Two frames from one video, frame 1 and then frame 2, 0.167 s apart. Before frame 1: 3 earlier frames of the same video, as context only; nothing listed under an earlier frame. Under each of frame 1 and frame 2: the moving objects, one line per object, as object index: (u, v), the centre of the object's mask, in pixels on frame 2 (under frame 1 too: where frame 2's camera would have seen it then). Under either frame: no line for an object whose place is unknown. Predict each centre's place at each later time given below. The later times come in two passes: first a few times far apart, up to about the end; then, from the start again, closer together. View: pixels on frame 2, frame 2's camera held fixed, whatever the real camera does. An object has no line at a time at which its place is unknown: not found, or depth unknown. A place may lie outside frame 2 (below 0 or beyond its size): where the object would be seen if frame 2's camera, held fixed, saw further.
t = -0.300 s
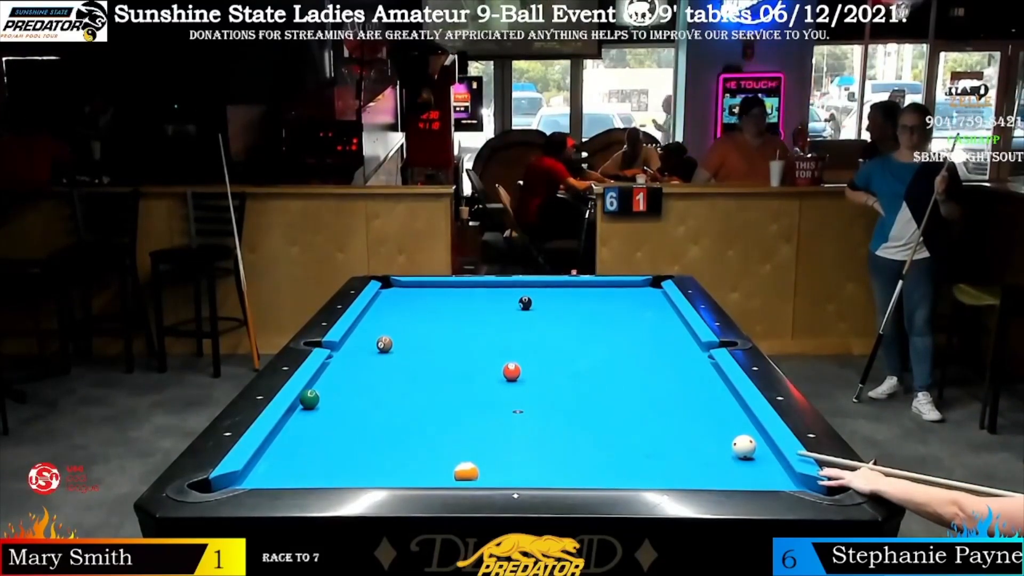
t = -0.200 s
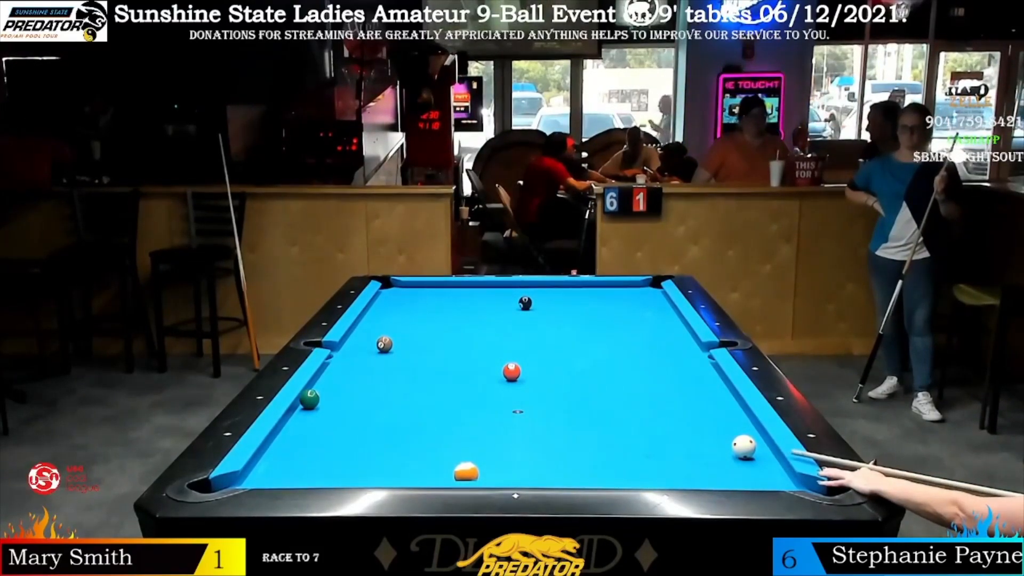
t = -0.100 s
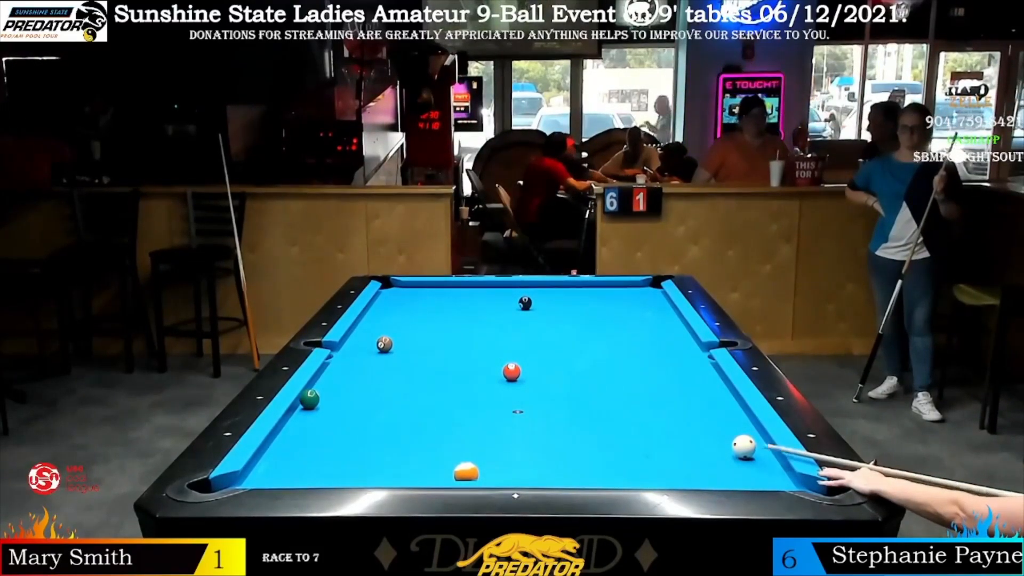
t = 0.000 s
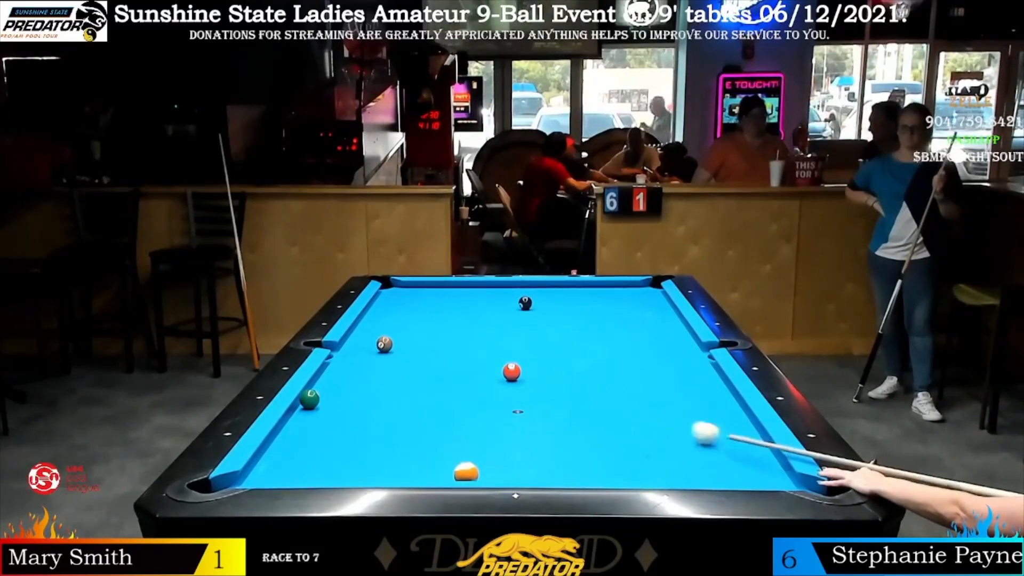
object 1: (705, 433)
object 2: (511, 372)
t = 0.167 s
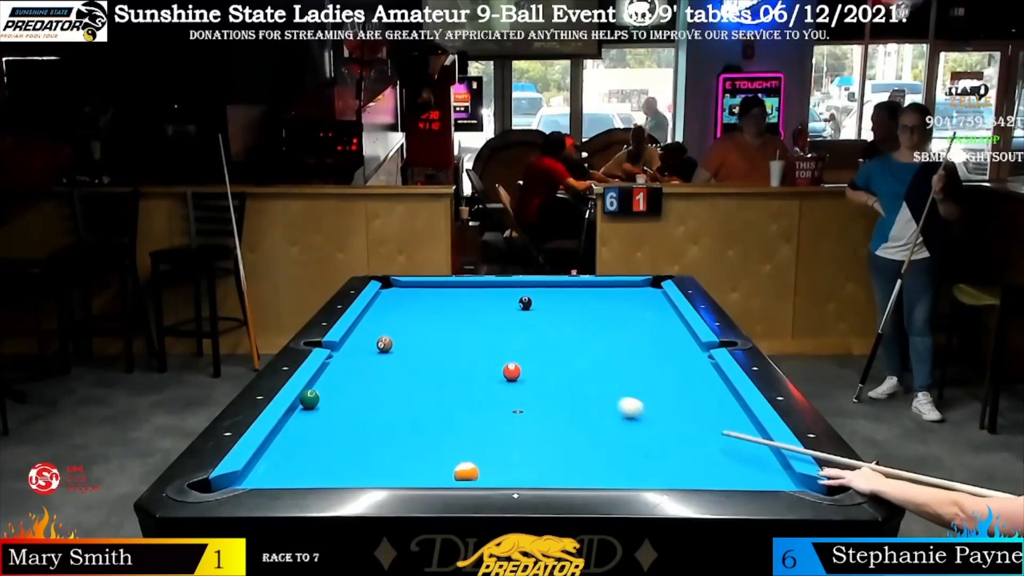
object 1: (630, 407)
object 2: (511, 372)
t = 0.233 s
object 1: (604, 398)
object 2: (512, 371)
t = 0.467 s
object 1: (529, 373)
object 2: (506, 370)
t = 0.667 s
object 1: (532, 361)
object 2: (449, 363)
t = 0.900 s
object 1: (530, 349)
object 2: (394, 356)
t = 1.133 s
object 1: (527, 337)
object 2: (344, 349)
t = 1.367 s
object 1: (525, 327)
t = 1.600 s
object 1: (523, 319)
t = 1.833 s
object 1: (521, 311)
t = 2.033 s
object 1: (518, 305)
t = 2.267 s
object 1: (509, 303)
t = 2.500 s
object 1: (500, 301)
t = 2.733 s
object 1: (492, 299)
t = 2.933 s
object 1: (486, 297)
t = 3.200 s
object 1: (479, 296)
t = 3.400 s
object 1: (474, 295)
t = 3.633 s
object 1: (469, 293)
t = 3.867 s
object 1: (464, 293)
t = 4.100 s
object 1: (461, 292)
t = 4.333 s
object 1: (459, 291)
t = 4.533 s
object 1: (457, 290)
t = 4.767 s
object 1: (455, 290)
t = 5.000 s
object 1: (454, 290)
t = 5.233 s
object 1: (453, 290)
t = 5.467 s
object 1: (453, 290)
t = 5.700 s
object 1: (453, 289)
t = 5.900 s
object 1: (453, 290)
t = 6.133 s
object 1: (453, 290)
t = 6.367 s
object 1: (453, 290)
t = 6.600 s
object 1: (453, 289)
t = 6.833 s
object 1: (453, 289)
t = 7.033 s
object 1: (453, 289)
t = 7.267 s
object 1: (453, 289)
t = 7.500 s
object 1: (453, 290)
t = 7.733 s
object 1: (453, 290)
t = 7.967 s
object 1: (453, 290)
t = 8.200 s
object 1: (453, 289)
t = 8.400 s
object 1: (453, 289)
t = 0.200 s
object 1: (617, 403)
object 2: (512, 371)
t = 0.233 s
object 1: (604, 398)
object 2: (512, 371)
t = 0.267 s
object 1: (591, 394)
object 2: (512, 371)
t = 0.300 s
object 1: (579, 390)
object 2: (512, 371)
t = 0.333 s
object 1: (567, 386)
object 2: (512, 371)
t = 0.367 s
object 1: (556, 383)
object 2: (512, 371)
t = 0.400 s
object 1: (545, 379)
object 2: (512, 371)
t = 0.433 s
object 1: (534, 375)
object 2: (512, 371)
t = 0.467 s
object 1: (529, 373)
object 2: (506, 370)
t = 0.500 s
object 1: (532, 371)
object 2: (494, 368)
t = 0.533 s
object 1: (533, 369)
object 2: (483, 367)
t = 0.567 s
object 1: (533, 367)
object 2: (474, 366)
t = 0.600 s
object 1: (533, 365)
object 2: (465, 365)
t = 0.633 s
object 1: (533, 363)
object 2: (457, 364)
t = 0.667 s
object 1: (532, 361)
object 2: (449, 363)
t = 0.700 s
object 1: (531, 359)
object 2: (440, 362)
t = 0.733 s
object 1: (532, 357)
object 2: (432, 361)
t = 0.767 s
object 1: (531, 356)
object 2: (425, 360)
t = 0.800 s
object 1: (531, 354)
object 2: (417, 359)
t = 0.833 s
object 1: (531, 352)
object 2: (409, 358)
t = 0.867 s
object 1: (530, 350)
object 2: (402, 357)
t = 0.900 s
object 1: (530, 349)
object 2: (394, 356)
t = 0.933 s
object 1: (529, 347)
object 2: (387, 355)
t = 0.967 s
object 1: (529, 345)
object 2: (379, 354)
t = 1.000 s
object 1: (529, 344)
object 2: (372, 353)
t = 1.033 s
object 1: (528, 342)
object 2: (365, 352)
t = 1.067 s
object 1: (528, 340)
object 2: (358, 351)
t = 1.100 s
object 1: (528, 339)
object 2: (351, 350)
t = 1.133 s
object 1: (527, 337)
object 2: (344, 349)
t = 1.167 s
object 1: (527, 336)
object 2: (337, 348)
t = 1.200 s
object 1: (526, 335)
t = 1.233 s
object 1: (526, 333)
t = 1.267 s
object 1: (526, 332)
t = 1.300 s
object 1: (525, 330)
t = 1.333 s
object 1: (525, 329)
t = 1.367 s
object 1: (525, 327)
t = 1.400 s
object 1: (525, 326)
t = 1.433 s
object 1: (524, 325)
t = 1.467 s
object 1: (524, 324)
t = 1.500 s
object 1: (524, 322)
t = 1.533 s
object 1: (524, 321)
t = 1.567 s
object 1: (523, 320)
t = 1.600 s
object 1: (523, 319)
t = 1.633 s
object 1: (522, 318)
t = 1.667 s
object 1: (522, 317)
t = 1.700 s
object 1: (522, 315)
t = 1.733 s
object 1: (522, 314)
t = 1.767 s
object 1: (522, 314)
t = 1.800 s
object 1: (521, 312)
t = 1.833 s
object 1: (521, 311)
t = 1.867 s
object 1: (521, 310)
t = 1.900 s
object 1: (521, 309)
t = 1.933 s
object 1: (520, 308)
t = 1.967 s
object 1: (520, 307)
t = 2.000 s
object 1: (520, 306)
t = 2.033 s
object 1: (518, 305)
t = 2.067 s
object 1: (517, 305)
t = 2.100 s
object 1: (515, 304)
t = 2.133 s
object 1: (514, 304)
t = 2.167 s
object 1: (513, 304)
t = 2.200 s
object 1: (511, 303)
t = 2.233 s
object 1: (510, 303)
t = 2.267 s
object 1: (509, 303)
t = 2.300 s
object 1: (508, 303)
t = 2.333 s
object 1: (506, 302)
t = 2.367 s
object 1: (505, 302)
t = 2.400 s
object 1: (504, 302)
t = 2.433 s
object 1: (502, 301)
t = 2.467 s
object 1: (501, 301)
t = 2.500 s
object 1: (500, 301)
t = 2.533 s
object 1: (499, 300)
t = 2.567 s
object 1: (498, 300)
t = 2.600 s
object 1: (497, 300)
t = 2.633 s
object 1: (496, 299)
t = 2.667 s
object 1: (494, 299)
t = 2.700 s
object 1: (493, 299)
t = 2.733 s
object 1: (492, 299)
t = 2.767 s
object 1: (491, 299)
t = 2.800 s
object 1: (490, 298)
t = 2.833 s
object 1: (489, 298)
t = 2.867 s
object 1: (488, 298)
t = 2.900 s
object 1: (487, 298)
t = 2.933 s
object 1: (486, 297)
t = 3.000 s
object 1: (484, 297)
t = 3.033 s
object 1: (483, 297)
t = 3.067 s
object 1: (482, 297)
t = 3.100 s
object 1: (481, 296)
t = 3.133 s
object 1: (481, 296)
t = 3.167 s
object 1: (480, 296)
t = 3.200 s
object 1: (479, 296)
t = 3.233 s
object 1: (478, 296)
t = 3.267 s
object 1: (477, 295)
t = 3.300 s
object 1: (476, 295)
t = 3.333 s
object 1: (475, 295)
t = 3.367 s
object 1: (475, 295)
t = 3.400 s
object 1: (474, 295)
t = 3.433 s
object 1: (473, 295)
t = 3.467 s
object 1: (472, 294)
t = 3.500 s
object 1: (472, 294)
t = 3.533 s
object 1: (471, 294)
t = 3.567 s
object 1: (470, 294)
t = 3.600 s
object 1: (470, 294)
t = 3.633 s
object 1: (469, 293)
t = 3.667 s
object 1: (468, 293)
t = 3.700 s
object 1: (467, 293)
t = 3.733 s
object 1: (467, 293)
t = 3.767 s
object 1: (466, 293)
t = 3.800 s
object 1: (466, 293)
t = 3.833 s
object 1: (465, 293)
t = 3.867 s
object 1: (464, 293)
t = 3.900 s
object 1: (464, 292)
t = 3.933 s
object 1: (463, 292)
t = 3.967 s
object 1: (463, 292)
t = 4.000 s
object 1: (462, 292)
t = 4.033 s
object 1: (462, 292)
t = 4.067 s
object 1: (462, 292)
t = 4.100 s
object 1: (461, 292)
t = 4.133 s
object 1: (461, 291)
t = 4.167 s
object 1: (460, 291)
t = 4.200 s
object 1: (460, 291)
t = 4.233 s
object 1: (459, 291)
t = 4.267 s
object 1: (459, 291)
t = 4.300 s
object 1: (459, 291)
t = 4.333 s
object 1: (459, 291)
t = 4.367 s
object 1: (458, 291)
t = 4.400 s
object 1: (458, 291)
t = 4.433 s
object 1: (458, 291)
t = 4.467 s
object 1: (457, 291)
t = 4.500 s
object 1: (457, 290)
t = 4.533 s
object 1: (457, 290)
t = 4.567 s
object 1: (456, 290)
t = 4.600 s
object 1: (456, 290)
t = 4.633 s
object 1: (456, 290)
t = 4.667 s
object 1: (455, 290)
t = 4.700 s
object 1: (455, 290)
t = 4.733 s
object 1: (455, 290)
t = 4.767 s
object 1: (455, 290)
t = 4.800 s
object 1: (454, 290)
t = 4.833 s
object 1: (454, 290)
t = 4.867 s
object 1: (454, 290)
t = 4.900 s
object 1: (454, 290)
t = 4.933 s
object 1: (454, 290)
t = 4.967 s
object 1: (454, 290)
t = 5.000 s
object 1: (454, 290)
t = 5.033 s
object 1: (454, 290)
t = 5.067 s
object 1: (453, 290)
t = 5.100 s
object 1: (453, 290)
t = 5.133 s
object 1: (453, 290)
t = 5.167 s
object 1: (453, 290)
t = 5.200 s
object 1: (453, 290)
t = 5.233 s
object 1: (453, 290)
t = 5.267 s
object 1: (453, 290)
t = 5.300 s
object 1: (453, 290)
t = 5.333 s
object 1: (453, 290)
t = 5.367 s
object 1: (453, 290)
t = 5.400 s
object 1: (453, 290)
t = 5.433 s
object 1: (453, 290)
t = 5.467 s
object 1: (453, 290)
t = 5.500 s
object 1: (453, 290)
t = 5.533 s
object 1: (453, 290)
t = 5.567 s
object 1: (453, 290)
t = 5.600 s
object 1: (453, 289)
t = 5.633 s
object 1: (453, 289)
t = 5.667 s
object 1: (453, 289)
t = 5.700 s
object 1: (453, 289)
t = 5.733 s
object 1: (453, 289)
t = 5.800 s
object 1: (453, 289)
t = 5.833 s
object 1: (453, 290)
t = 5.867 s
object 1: (453, 290)
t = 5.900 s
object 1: (453, 290)
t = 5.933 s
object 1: (453, 290)
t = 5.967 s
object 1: (453, 290)
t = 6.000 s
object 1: (453, 290)
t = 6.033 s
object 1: (453, 290)
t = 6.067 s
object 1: (453, 290)
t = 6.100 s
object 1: (453, 290)
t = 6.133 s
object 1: (453, 290)
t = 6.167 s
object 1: (453, 290)
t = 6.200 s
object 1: (453, 290)
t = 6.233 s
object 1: (453, 290)
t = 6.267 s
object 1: (453, 290)
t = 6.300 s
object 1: (453, 290)
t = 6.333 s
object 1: (453, 290)
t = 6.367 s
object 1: (453, 290)
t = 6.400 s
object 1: (453, 290)
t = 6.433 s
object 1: (453, 289)
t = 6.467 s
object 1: (453, 289)
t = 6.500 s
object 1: (453, 289)
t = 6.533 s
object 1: (453, 289)
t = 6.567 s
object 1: (453, 289)
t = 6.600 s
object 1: (453, 289)
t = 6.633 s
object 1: (453, 289)
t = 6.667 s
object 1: (453, 289)
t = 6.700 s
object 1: (453, 289)
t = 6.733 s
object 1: (453, 289)
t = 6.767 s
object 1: (453, 289)
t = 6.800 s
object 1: (453, 289)
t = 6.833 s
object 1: (453, 289)
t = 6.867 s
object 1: (453, 289)
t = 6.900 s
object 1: (453, 289)
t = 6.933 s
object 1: (453, 289)
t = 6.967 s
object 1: (453, 289)
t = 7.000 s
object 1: (453, 289)
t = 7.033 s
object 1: (453, 289)
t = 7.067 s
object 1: (453, 289)
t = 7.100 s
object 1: (453, 289)
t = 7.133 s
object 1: (453, 289)
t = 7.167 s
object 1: (453, 289)
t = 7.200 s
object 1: (453, 289)
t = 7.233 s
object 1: (453, 289)
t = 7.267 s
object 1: (453, 289)
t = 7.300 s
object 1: (453, 289)
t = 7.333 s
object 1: (453, 289)
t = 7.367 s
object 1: (453, 289)
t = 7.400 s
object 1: (453, 289)
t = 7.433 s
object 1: (453, 289)
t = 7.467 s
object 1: (453, 290)
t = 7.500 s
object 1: (453, 290)
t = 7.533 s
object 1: (453, 290)
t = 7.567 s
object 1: (453, 290)
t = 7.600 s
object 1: (453, 290)
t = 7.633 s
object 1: (453, 290)
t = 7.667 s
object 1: (453, 290)
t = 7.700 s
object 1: (453, 290)
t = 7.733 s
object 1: (453, 290)
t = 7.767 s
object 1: (453, 290)
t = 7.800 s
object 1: (453, 290)
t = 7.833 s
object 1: (453, 290)
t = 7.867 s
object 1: (453, 290)
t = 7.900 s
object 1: (453, 290)
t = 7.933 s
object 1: (453, 290)
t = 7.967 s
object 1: (453, 290)
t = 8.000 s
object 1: (453, 290)
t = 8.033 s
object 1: (453, 290)
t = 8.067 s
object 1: (453, 290)
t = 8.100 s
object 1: (453, 290)
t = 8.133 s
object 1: (453, 290)
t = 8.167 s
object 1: (453, 289)
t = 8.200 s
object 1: (453, 289)
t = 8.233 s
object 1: (453, 289)
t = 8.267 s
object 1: (453, 289)
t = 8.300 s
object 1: (453, 289)
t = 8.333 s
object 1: (453, 289)
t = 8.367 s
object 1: (453, 289)
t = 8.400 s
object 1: (453, 289)
